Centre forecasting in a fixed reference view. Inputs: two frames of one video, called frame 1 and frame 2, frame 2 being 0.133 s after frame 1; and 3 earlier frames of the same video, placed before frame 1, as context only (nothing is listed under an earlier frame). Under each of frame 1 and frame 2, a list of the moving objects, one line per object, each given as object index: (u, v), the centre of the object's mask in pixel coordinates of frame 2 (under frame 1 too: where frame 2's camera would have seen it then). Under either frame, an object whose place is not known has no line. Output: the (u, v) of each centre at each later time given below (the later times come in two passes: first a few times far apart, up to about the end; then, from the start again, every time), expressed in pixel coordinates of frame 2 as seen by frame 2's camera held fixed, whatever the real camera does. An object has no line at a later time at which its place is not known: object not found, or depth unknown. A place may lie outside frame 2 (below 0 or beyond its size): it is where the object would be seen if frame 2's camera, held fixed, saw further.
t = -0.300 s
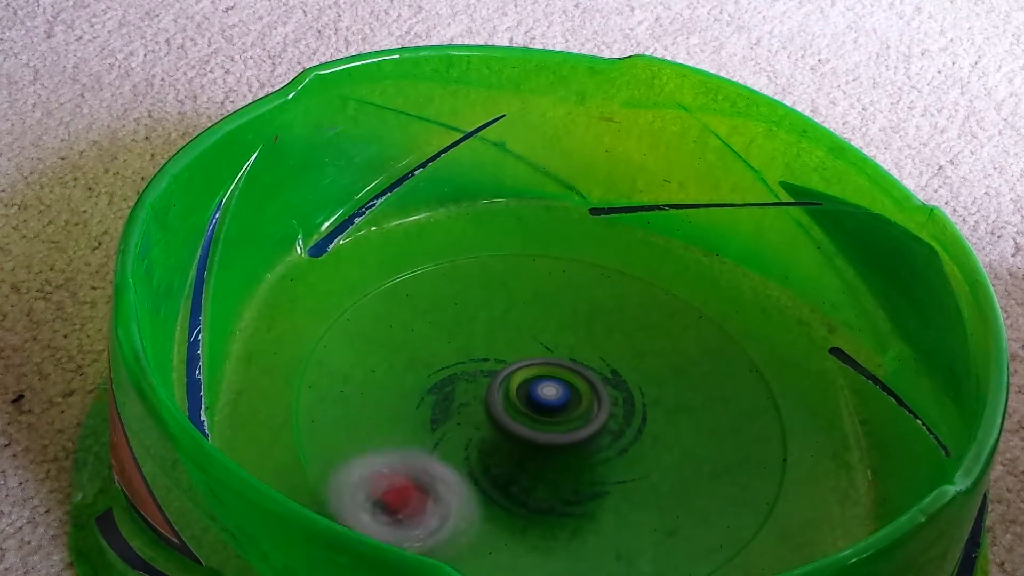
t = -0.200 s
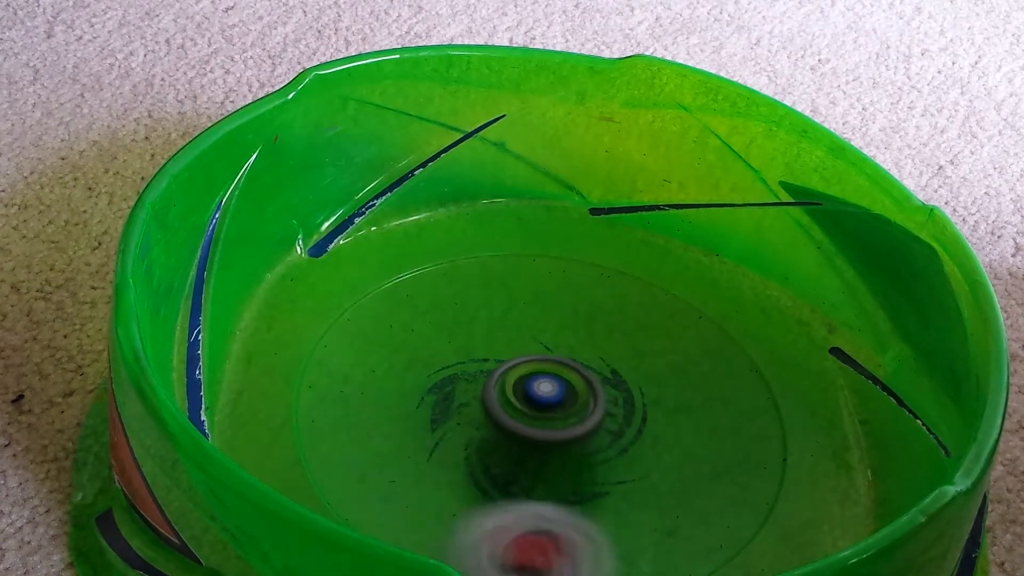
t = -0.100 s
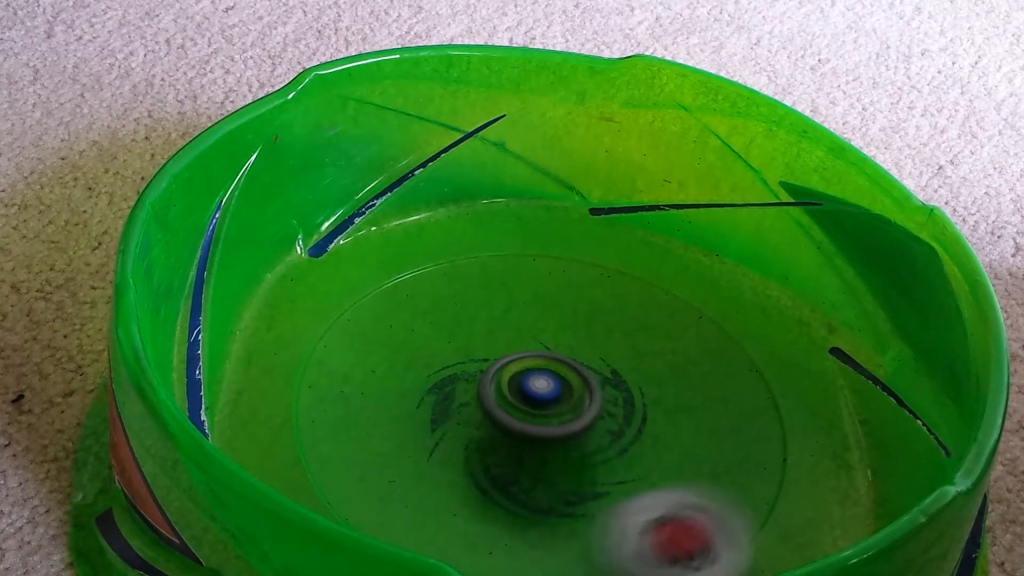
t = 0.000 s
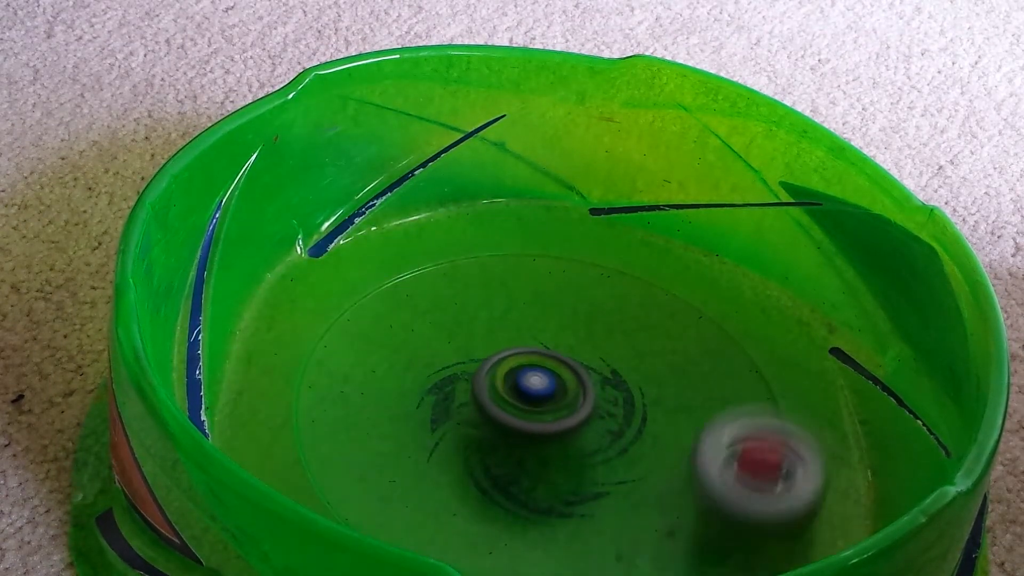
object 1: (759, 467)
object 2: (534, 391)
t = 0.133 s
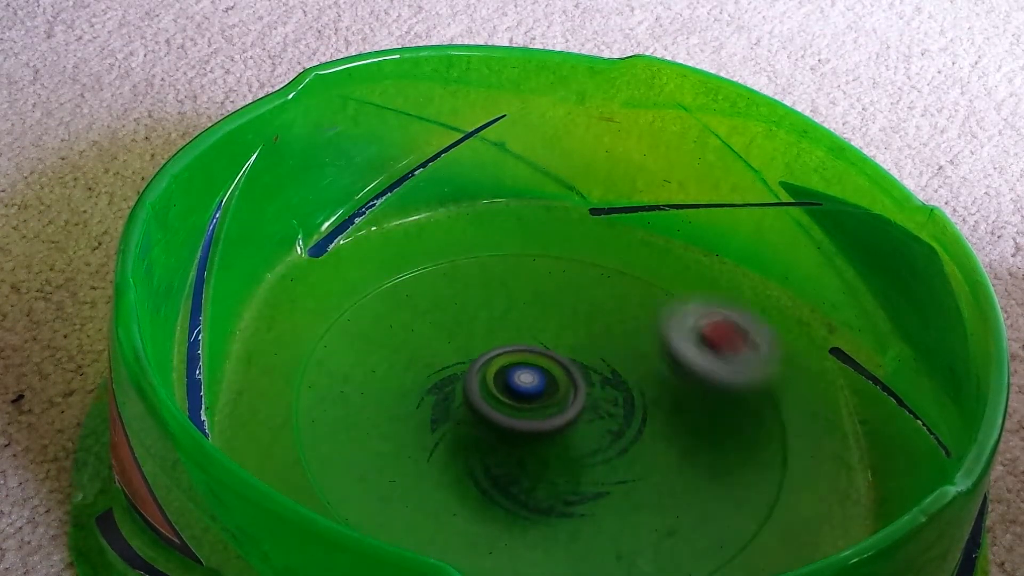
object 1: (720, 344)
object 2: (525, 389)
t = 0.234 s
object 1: (625, 282)
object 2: (521, 388)
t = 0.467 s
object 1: (374, 294)
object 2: (519, 396)
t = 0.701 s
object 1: (359, 479)
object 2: (533, 396)
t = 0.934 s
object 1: (672, 519)
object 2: (537, 392)
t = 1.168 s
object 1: (691, 316)
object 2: (533, 392)
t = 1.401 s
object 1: (456, 250)
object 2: (528, 395)
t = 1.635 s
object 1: (340, 402)
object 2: (526, 394)
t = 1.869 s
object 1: (579, 531)
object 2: (523, 393)
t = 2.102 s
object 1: (756, 387)
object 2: (523, 394)
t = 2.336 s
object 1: (568, 259)
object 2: (530, 397)
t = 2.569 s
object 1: (362, 347)
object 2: (538, 395)
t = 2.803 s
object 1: (463, 523)
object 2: (531, 392)
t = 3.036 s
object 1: (738, 478)
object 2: (524, 394)
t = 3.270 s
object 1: (640, 296)
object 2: (524, 394)
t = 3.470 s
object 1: (429, 280)
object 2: (522, 394)
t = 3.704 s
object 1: (339, 437)
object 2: (523, 393)
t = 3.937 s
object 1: (599, 530)
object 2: (525, 395)
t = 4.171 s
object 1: (717, 367)
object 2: (530, 399)
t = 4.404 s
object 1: (522, 254)
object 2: (535, 396)
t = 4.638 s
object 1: (351, 353)
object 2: (527, 392)
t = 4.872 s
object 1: (493, 520)
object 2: (519, 395)
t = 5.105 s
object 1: (741, 447)
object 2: (528, 395)
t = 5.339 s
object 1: (634, 284)
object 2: (534, 395)
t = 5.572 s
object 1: (407, 309)
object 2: (533, 394)
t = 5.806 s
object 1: (403, 480)
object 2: (534, 393)
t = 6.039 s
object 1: (673, 519)
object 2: (529, 394)
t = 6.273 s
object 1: (687, 342)
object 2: (524, 394)
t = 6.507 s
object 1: (468, 277)
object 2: (520, 394)
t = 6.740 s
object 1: (346, 404)
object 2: (528, 395)
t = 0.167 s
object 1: (692, 319)
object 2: (523, 389)
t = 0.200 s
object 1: (660, 298)
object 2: (522, 388)
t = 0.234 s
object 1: (625, 282)
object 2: (521, 388)
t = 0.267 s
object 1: (587, 270)
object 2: (519, 388)
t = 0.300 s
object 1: (549, 263)
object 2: (518, 390)
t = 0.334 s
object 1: (511, 261)
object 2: (517, 391)
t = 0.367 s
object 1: (473, 262)
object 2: (515, 392)
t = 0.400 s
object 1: (438, 268)
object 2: (516, 394)
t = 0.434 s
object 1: (404, 279)
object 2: (517, 394)
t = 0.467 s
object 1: (374, 294)
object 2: (519, 396)
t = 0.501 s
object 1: (348, 314)
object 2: (521, 396)
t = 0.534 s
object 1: (330, 337)
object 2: (523, 397)
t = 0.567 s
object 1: (317, 363)
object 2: (526, 397)
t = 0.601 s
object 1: (313, 392)
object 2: (528, 397)
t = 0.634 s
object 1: (318, 422)
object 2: (530, 397)
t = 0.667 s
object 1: (332, 454)
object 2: (532, 396)
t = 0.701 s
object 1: (359, 479)
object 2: (533, 396)
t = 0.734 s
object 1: (398, 502)
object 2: (535, 396)
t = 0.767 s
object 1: (441, 520)
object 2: (536, 395)
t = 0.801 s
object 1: (489, 533)
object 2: (537, 394)
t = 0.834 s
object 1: (535, 537)
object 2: (537, 392)
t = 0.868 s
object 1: (587, 537)
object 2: (538, 393)
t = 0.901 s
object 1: (632, 531)
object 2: (537, 392)
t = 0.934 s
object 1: (672, 519)
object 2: (537, 392)
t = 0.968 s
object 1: (702, 496)
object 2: (537, 392)
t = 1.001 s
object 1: (723, 467)
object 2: (537, 392)
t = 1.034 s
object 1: (735, 435)
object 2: (537, 392)
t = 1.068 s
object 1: (736, 403)
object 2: (536, 391)
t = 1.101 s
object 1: (727, 373)
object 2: (536, 392)
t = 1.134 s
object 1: (712, 343)
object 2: (535, 392)
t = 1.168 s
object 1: (691, 316)
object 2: (533, 392)
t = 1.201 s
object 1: (664, 293)
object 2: (532, 393)
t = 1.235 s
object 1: (633, 274)
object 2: (531, 393)
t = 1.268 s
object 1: (599, 260)
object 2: (530, 394)
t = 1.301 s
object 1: (564, 251)
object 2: (529, 394)
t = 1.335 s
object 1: (529, 246)
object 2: (529, 395)
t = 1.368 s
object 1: (491, 245)
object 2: (529, 395)
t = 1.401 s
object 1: (456, 250)
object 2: (528, 395)
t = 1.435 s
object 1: (422, 260)
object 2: (528, 395)
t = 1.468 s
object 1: (393, 274)
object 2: (528, 395)
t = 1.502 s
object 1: (368, 293)
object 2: (528, 396)
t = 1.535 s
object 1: (350, 316)
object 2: (528, 395)
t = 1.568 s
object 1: (339, 342)
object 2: (527, 395)
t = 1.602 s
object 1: (336, 372)
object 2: (527, 395)
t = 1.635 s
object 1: (340, 402)
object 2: (526, 394)
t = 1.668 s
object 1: (353, 433)
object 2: (525, 393)
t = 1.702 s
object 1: (376, 461)
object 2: (522, 393)
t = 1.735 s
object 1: (406, 486)
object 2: (519, 393)
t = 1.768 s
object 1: (444, 507)
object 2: (520, 393)
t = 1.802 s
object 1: (485, 522)
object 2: (522, 393)
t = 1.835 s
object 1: (528, 530)
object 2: (523, 393)
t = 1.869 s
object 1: (579, 531)
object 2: (523, 393)
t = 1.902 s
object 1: (627, 529)
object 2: (520, 393)
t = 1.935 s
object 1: (670, 520)
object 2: (520, 393)
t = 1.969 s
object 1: (705, 501)
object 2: (520, 394)
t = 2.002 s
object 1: (733, 477)
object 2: (523, 394)
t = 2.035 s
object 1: (752, 448)
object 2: (524, 395)
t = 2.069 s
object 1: (759, 417)
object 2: (524, 395)
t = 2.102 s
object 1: (756, 387)
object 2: (523, 394)
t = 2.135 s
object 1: (745, 359)
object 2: (521, 394)
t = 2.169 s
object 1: (727, 332)
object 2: (521, 394)
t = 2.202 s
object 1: (701, 307)
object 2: (521, 394)
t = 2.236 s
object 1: (671, 289)
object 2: (524, 395)
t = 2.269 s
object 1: (638, 274)
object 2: (527, 397)
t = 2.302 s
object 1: (604, 264)
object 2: (528, 397)
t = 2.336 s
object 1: (568, 259)
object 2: (530, 397)
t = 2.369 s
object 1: (531, 258)
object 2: (531, 397)
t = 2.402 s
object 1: (495, 262)
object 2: (533, 397)
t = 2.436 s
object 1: (459, 271)
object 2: (534, 397)
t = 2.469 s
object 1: (429, 283)
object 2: (536, 396)
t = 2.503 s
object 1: (401, 300)
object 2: (536, 396)
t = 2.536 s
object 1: (379, 321)
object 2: (537, 396)
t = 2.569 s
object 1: (362, 347)
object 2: (538, 395)
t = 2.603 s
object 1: (353, 373)
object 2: (538, 395)
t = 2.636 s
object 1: (351, 401)
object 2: (537, 394)
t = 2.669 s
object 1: (357, 428)
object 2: (537, 393)
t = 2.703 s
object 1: (371, 456)
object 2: (536, 392)
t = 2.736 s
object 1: (395, 485)
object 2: (535, 392)
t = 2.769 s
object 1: (426, 506)
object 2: (533, 392)
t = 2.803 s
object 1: (463, 523)
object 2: (531, 392)
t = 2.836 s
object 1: (506, 534)
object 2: (529, 394)
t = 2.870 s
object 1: (550, 539)
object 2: (528, 393)
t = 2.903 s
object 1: (599, 539)
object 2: (527, 394)
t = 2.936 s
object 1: (646, 534)
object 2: (526, 394)
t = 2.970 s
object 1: (686, 524)
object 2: (526, 394)
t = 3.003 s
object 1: (718, 504)
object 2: (524, 394)
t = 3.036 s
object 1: (738, 478)
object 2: (524, 394)
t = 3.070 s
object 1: (749, 448)
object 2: (526, 394)
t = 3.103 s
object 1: (747, 418)
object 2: (525, 394)
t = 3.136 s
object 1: (737, 389)
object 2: (524, 394)
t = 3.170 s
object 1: (721, 361)
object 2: (526, 394)
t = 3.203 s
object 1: (699, 335)
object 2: (524, 394)
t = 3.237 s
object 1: (671, 314)
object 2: (524, 393)
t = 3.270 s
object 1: (640, 296)
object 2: (524, 394)
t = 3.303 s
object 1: (607, 284)
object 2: (523, 393)
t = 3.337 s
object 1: (572, 275)
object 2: (523, 393)
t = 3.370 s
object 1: (534, 270)
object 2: (521, 393)
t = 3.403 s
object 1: (497, 268)
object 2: (520, 392)
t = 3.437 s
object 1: (461, 272)
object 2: (522, 393)
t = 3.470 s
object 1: (429, 280)
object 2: (522, 394)
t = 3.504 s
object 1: (398, 292)
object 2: (519, 394)
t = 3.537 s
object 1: (372, 309)
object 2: (521, 393)
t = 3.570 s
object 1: (352, 329)
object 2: (521, 394)
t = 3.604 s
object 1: (338, 354)
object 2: (522, 394)
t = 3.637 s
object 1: (331, 380)
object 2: (525, 394)
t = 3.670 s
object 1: (330, 409)
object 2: (523, 395)
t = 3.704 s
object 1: (339, 437)
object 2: (523, 393)
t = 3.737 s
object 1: (358, 463)
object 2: (525, 394)
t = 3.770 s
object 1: (386, 486)
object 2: (524, 395)
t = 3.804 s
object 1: (424, 507)
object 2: (524, 394)
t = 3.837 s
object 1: (467, 523)
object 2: (525, 394)
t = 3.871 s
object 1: (504, 530)
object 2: (524, 395)
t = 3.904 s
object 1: (551, 533)
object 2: (525, 395)
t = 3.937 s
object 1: (599, 530)
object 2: (525, 395)
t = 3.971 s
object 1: (641, 522)
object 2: (525, 395)
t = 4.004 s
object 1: (675, 505)
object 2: (526, 396)
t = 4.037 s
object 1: (703, 480)
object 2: (527, 396)
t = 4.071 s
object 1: (720, 453)
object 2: (527, 397)
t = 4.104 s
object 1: (727, 424)
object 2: (528, 398)
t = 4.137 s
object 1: (726, 395)
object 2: (529, 398)
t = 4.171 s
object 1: (717, 367)
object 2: (530, 399)
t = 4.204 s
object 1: (701, 341)
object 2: (531, 398)
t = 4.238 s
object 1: (680, 315)
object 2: (532, 399)
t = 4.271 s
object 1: (652, 294)
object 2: (533, 398)
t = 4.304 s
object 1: (622, 278)
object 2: (534, 398)
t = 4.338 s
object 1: (590, 266)
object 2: (534, 398)
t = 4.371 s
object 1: (556, 257)
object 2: (534, 397)
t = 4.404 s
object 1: (522, 254)
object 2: (535, 396)
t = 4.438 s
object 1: (486, 256)
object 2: (534, 395)
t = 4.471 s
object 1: (452, 262)
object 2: (534, 394)
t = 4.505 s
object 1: (422, 272)
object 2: (533, 393)
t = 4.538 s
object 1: (396, 287)
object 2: (533, 393)
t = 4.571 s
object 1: (375, 305)
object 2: (532, 393)
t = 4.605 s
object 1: (359, 326)
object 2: (528, 393)
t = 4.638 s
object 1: (351, 353)
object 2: (527, 392)
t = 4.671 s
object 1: (348, 381)
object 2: (525, 393)
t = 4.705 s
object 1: (356, 410)
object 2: (523, 392)
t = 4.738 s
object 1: (369, 436)
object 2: (522, 392)
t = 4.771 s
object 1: (393, 463)
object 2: (520, 392)
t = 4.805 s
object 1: (422, 488)
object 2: (519, 393)
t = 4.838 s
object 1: (456, 507)
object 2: (520, 394)
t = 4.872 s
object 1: (493, 520)
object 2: (519, 395)
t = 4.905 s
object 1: (537, 527)
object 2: (521, 395)
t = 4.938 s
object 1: (585, 527)
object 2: (522, 396)
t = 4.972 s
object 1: (628, 524)
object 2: (523, 396)
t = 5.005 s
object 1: (669, 514)
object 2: (525, 396)
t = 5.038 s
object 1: (700, 496)
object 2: (528, 396)
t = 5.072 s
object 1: (725, 474)
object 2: (528, 396)
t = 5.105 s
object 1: (741, 447)
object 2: (528, 395)
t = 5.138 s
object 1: (746, 419)
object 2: (529, 395)
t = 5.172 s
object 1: (743, 390)
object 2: (529, 394)
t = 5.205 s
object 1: (732, 362)
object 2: (531, 394)
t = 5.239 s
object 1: (715, 338)
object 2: (532, 394)
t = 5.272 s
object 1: (691, 315)
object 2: (532, 395)
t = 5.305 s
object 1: (663, 297)
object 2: (532, 394)
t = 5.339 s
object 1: (634, 284)
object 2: (534, 395)
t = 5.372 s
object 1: (600, 275)
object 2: (534, 394)
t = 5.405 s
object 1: (565, 270)
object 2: (535, 394)
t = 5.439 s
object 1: (529, 269)
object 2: (535, 394)
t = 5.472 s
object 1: (494, 272)
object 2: (534, 394)
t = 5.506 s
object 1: (461, 281)
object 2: (534, 393)
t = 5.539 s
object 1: (432, 292)
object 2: (534, 394)
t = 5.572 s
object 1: (407, 309)
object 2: (533, 394)
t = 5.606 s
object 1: (387, 327)
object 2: (533, 394)
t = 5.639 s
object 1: (371, 351)
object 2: (534, 394)
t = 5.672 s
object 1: (363, 376)
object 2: (534, 394)
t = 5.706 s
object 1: (362, 402)
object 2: (535, 394)
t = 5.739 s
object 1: (367, 428)
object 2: (535, 394)
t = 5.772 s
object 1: (380, 454)
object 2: (535, 394)
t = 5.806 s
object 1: (403, 480)
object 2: (534, 393)
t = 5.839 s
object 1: (432, 502)
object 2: (534, 393)
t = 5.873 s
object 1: (467, 520)
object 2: (533, 394)
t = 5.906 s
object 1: (505, 530)
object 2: (532, 394)
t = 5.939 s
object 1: (548, 534)
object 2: (532, 394)
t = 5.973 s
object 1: (594, 533)
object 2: (530, 394)
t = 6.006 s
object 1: (635, 529)
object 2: (529, 394)
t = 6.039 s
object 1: (673, 519)
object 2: (529, 394)
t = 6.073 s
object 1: (701, 498)
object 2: (528, 394)
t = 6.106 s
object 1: (720, 474)
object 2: (528, 394)
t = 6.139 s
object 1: (730, 446)
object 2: (527, 393)
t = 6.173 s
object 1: (730, 418)
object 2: (525, 394)
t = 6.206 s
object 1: (722, 391)
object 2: (523, 393)
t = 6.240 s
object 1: (708, 365)
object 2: (522, 394)
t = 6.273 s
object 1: (687, 342)
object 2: (524, 394)
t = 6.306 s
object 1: (662, 320)
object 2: (524, 396)
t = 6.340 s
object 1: (634, 304)
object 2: (526, 395)
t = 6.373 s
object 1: (602, 290)
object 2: (527, 395)
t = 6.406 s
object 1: (570, 281)
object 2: (526, 395)
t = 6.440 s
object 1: (536, 276)
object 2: (524, 394)
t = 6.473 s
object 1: (502, 274)
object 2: (524, 394)
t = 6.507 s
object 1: (468, 277)
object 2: (520, 394)
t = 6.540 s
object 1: (436, 285)
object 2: (521, 393)
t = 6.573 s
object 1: (409, 296)
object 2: (521, 394)
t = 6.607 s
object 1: (384, 311)
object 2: (522, 394)
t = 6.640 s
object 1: (365, 330)
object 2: (526, 395)
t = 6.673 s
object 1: (353, 353)
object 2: (526, 396)
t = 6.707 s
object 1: (345, 378)
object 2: (525, 395)
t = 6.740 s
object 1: (346, 404)
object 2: (528, 395)
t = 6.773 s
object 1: (355, 430)
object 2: (527, 395)
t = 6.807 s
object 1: (371, 454)
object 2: (527, 394)
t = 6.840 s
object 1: (397, 478)
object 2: (528, 395)
